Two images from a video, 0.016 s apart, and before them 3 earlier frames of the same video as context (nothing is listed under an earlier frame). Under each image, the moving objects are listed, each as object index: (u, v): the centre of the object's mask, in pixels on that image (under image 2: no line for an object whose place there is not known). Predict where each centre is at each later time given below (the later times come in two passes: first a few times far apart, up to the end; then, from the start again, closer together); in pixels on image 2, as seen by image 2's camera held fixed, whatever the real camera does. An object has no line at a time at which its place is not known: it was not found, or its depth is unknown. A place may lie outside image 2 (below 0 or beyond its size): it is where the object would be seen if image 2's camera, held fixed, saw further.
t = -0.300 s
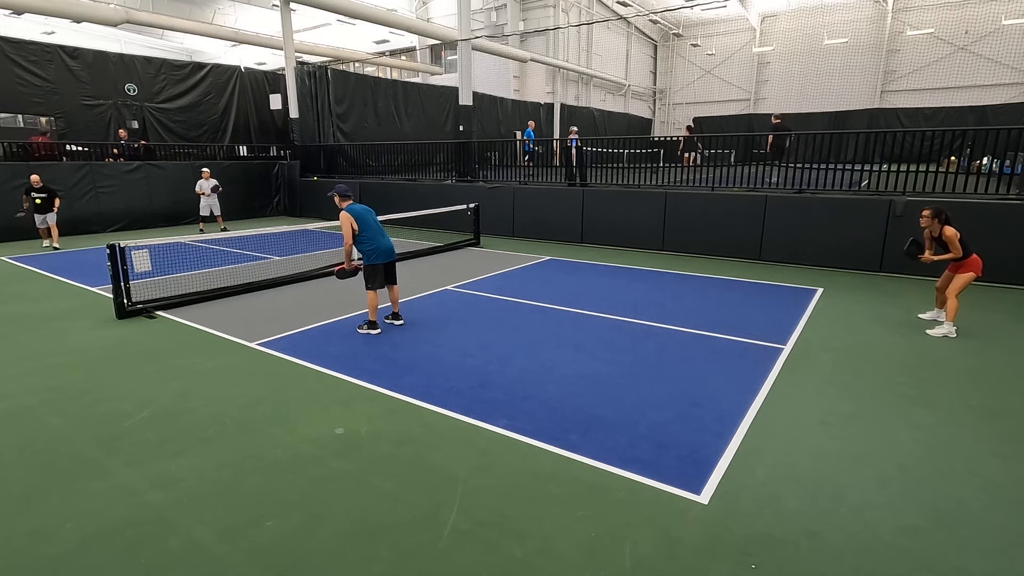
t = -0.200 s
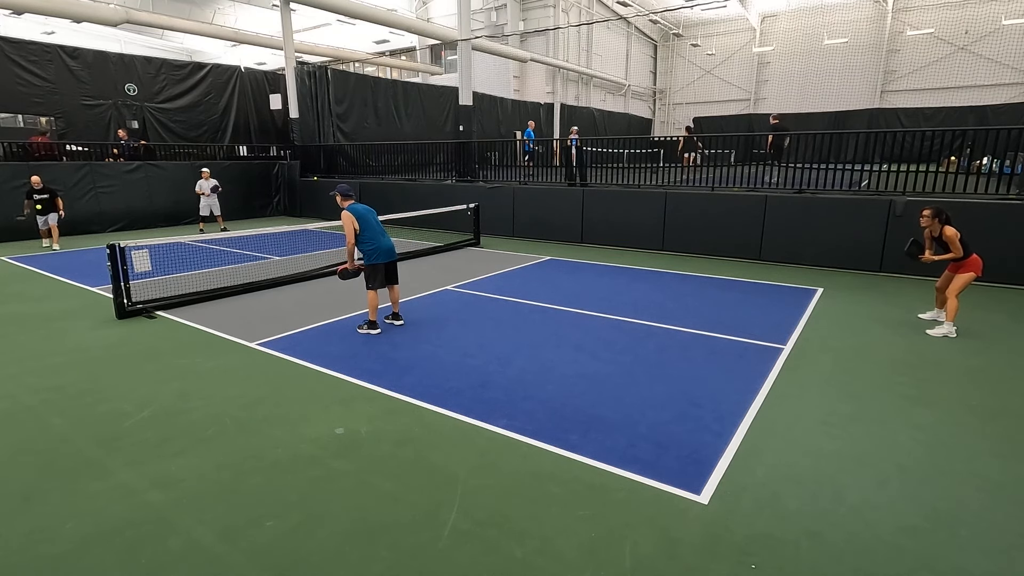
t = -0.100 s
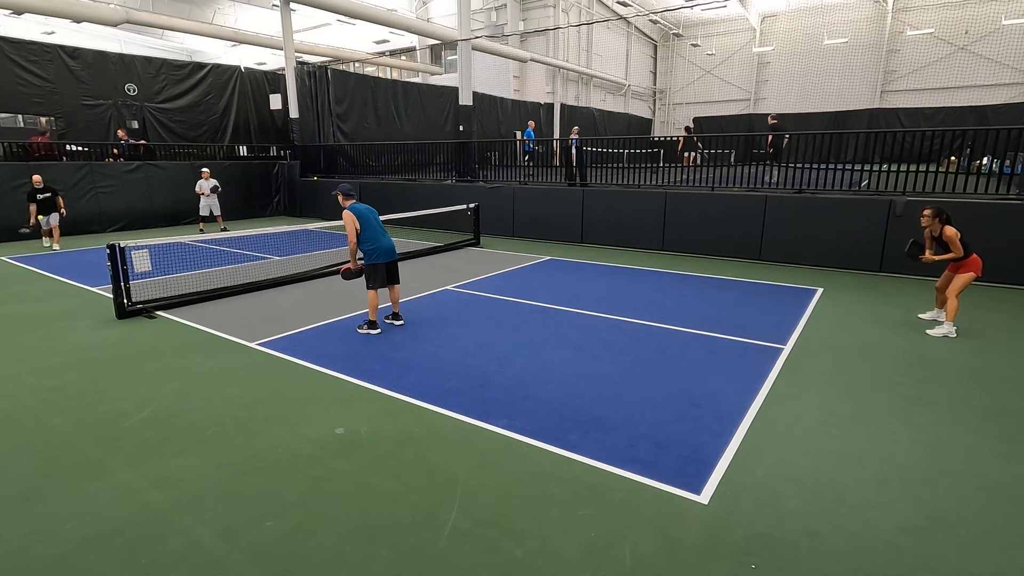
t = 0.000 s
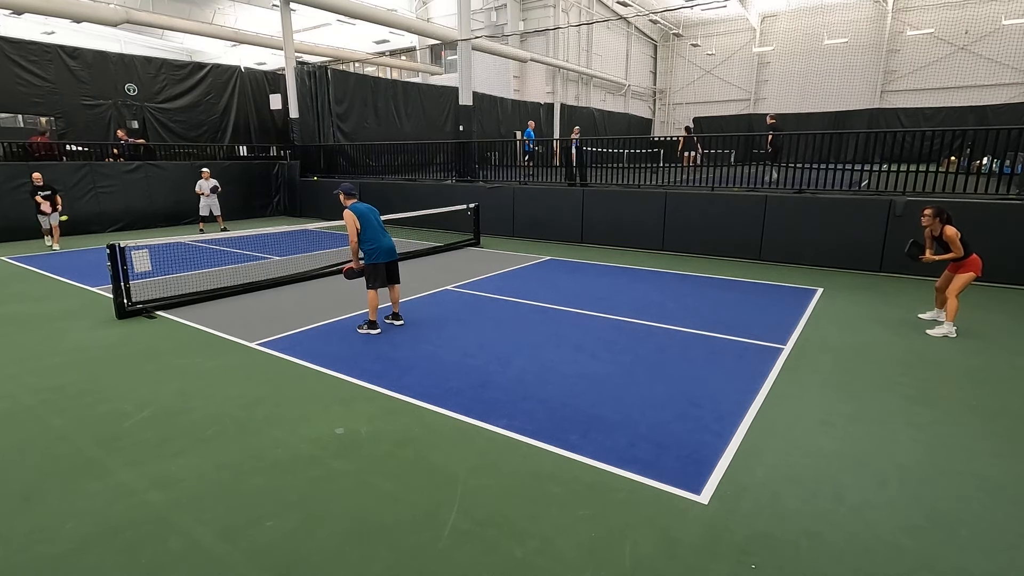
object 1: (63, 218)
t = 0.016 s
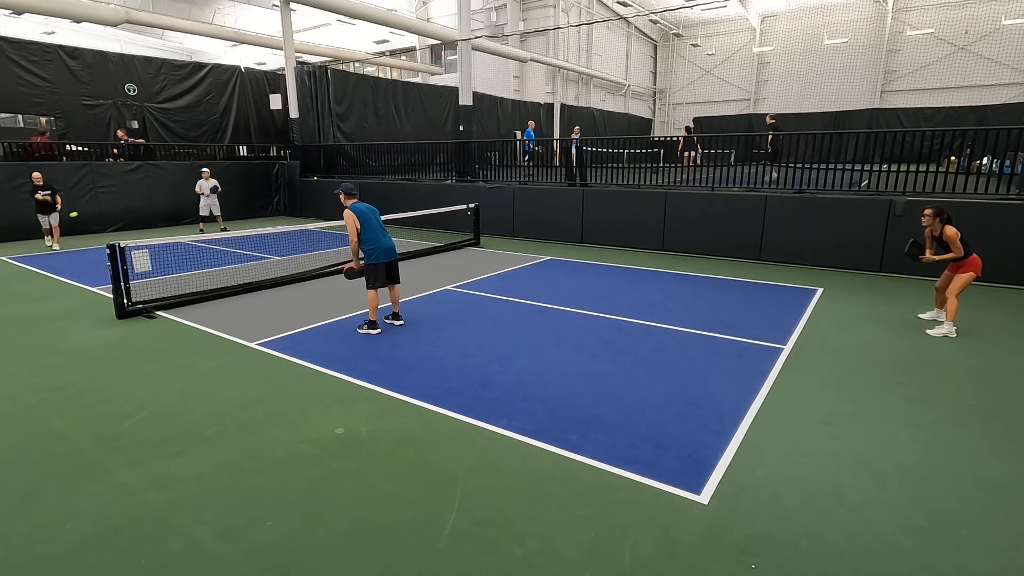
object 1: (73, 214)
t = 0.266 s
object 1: (237, 182)
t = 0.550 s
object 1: (442, 204)
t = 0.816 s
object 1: (637, 281)
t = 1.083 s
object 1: (791, 249)
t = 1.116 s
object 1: (811, 248)
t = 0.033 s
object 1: (83, 211)
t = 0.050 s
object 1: (94, 208)
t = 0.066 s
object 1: (104, 204)
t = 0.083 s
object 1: (115, 202)
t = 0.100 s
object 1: (125, 199)
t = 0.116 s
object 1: (136, 196)
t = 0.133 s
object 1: (147, 194)
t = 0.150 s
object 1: (158, 192)
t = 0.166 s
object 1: (169, 190)
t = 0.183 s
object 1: (180, 188)
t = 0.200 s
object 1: (191, 187)
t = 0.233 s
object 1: (217, 184)
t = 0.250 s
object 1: (226, 183)
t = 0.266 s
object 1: (237, 182)
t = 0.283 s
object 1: (248, 182)
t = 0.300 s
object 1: (260, 182)
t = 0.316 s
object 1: (272, 182)
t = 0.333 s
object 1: (283, 182)
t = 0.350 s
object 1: (295, 182)
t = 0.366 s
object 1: (307, 182)
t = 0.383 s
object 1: (319, 183)
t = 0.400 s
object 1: (331, 184)
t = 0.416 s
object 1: (343, 186)
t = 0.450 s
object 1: (369, 189)
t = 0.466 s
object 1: (380, 191)
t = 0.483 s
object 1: (392, 193)
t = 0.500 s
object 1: (405, 195)
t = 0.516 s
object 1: (417, 198)
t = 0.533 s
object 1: (429, 201)
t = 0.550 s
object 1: (442, 204)
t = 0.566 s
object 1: (454, 206)
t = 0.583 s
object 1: (467, 210)
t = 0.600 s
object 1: (479, 214)
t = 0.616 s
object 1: (491, 218)
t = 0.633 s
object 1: (504, 222)
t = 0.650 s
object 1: (516, 226)
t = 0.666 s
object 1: (528, 231)
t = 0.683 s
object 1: (540, 236)
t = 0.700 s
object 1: (553, 240)
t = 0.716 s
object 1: (565, 245)
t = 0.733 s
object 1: (577, 251)
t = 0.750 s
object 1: (589, 256)
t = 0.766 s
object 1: (602, 262)
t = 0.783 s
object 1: (614, 268)
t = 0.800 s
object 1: (625, 274)
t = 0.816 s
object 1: (637, 281)
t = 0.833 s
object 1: (648, 284)
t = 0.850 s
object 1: (658, 280)
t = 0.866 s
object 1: (667, 277)
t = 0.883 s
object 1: (676, 273)
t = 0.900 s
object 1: (686, 270)
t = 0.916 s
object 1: (696, 267)
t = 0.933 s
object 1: (705, 264)
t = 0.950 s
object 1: (714, 262)
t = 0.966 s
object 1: (724, 259)
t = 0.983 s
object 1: (734, 257)
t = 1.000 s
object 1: (744, 255)
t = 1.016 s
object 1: (753, 254)
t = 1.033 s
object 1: (762, 252)
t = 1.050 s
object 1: (772, 251)
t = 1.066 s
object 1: (782, 250)
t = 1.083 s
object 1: (791, 249)
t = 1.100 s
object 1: (802, 248)
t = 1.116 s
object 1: (811, 248)
